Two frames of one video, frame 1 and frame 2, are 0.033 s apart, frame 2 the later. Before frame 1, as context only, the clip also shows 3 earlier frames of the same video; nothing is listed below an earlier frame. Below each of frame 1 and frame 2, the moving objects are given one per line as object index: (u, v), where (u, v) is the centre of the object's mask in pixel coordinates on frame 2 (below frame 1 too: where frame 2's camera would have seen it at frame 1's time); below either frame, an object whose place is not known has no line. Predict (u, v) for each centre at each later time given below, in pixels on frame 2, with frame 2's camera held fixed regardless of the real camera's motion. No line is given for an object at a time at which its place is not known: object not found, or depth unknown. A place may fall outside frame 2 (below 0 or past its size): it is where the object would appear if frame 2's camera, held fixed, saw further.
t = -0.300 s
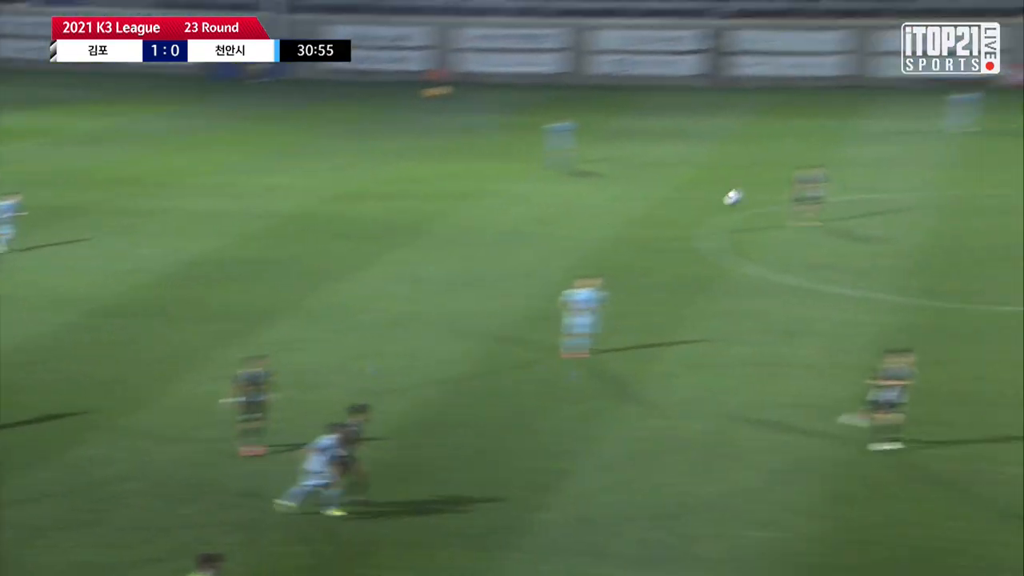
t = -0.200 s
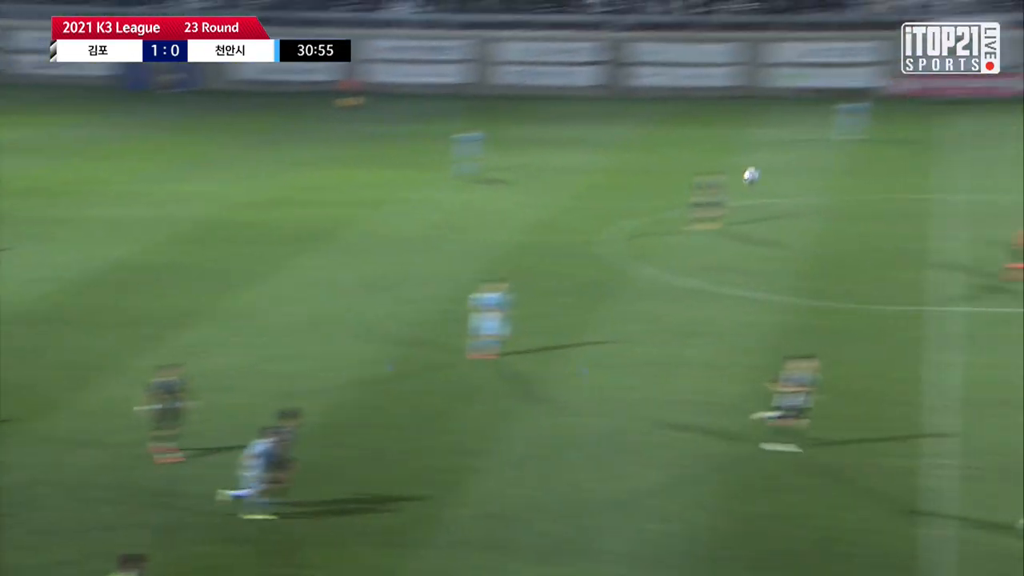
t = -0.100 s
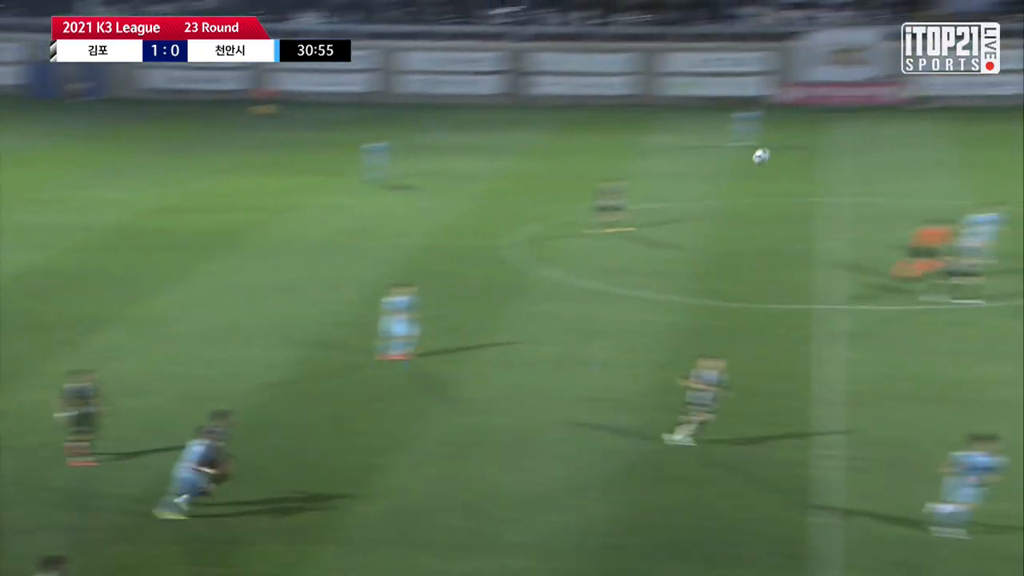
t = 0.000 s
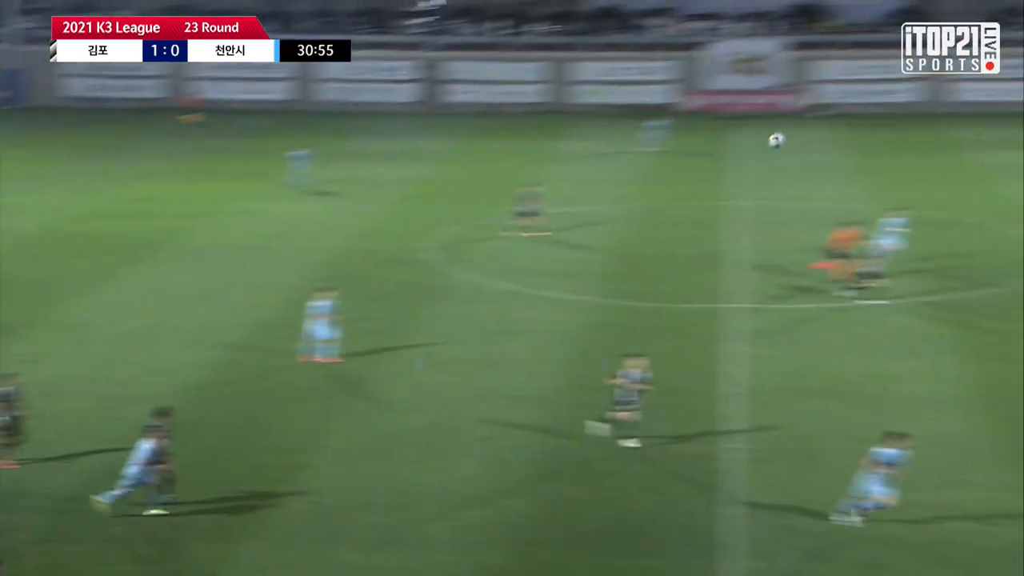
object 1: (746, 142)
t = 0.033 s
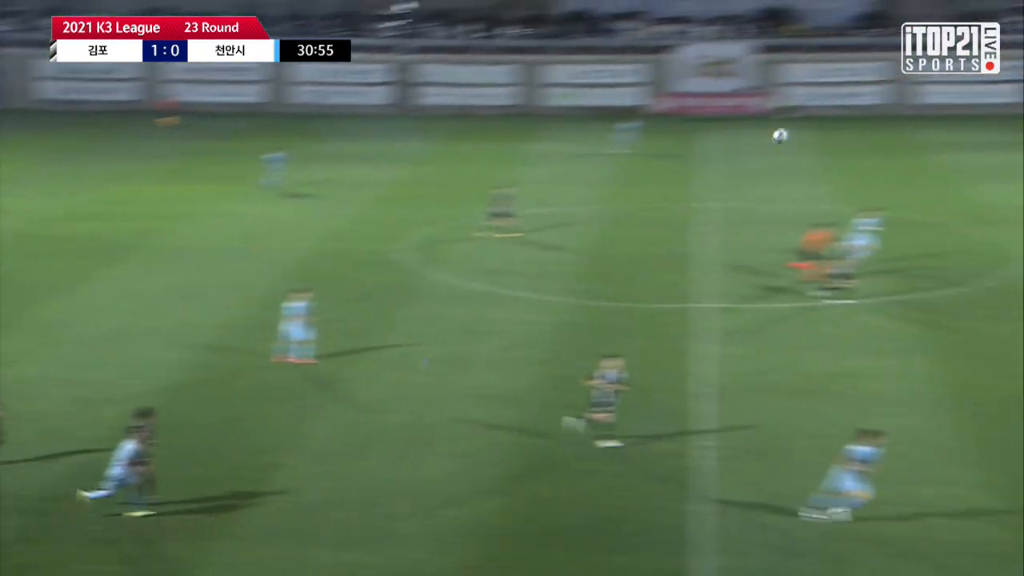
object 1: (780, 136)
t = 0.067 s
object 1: (812, 130)
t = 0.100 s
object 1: (846, 124)
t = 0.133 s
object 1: (878, 119)
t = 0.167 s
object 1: (911, 114)
